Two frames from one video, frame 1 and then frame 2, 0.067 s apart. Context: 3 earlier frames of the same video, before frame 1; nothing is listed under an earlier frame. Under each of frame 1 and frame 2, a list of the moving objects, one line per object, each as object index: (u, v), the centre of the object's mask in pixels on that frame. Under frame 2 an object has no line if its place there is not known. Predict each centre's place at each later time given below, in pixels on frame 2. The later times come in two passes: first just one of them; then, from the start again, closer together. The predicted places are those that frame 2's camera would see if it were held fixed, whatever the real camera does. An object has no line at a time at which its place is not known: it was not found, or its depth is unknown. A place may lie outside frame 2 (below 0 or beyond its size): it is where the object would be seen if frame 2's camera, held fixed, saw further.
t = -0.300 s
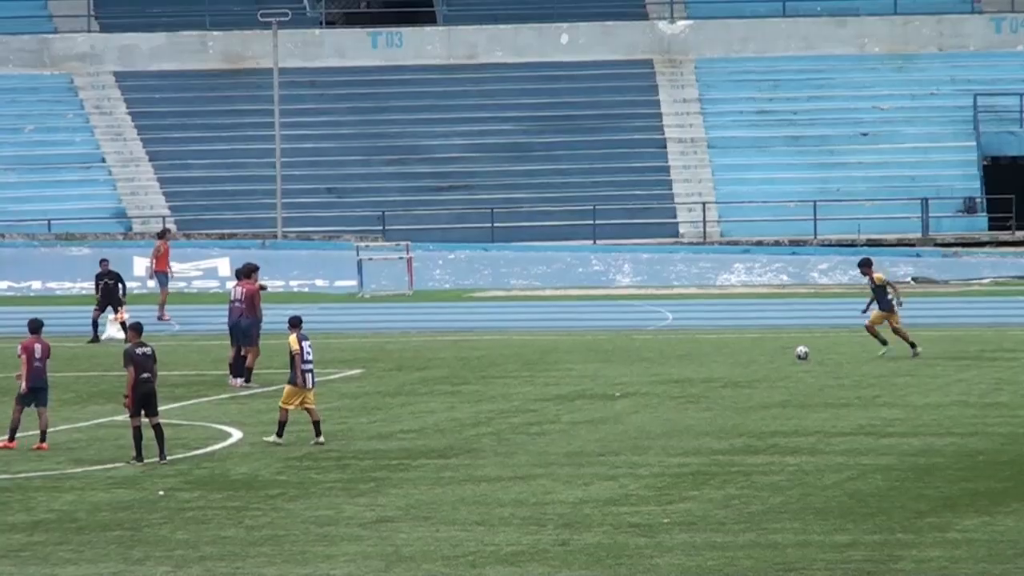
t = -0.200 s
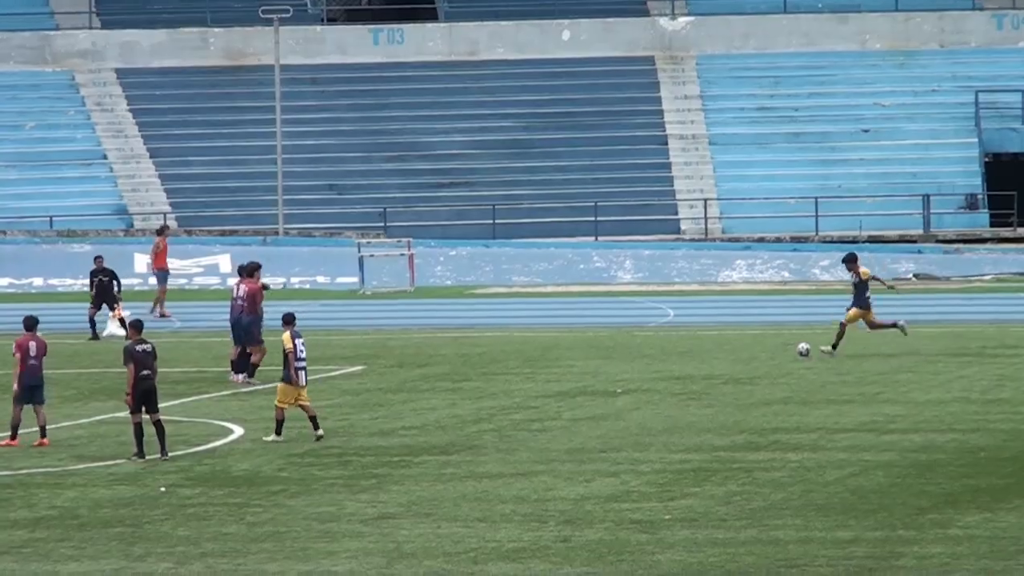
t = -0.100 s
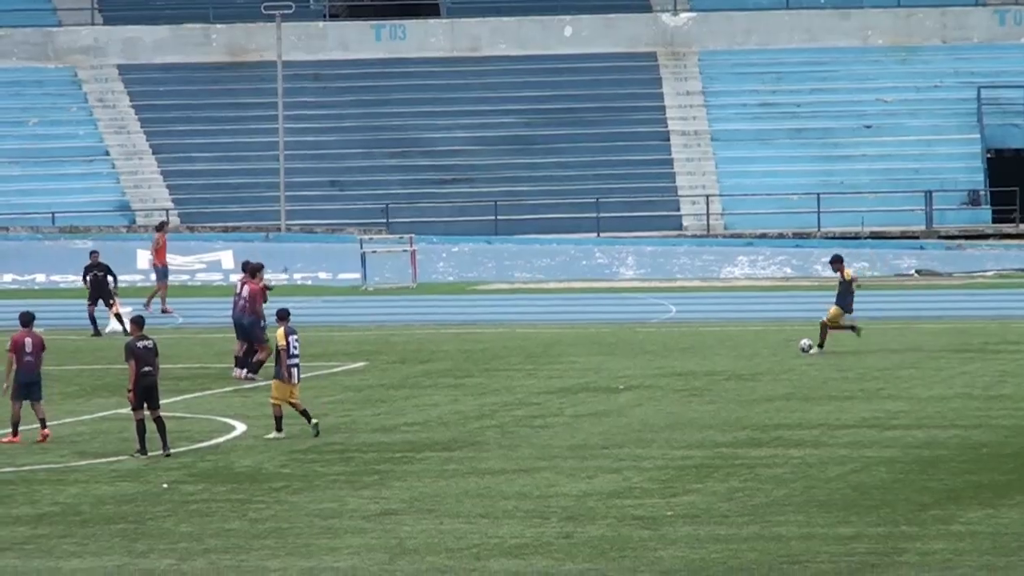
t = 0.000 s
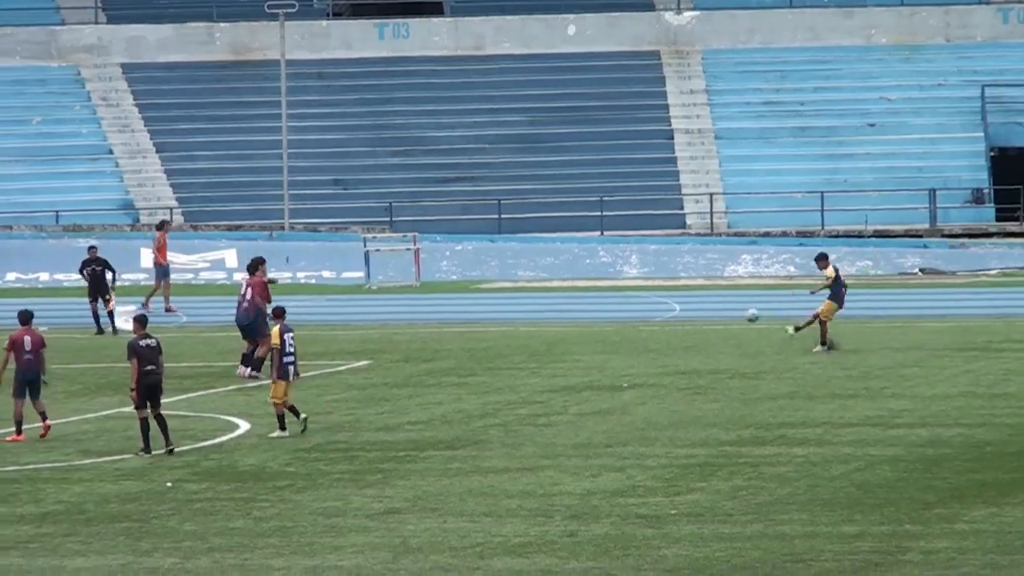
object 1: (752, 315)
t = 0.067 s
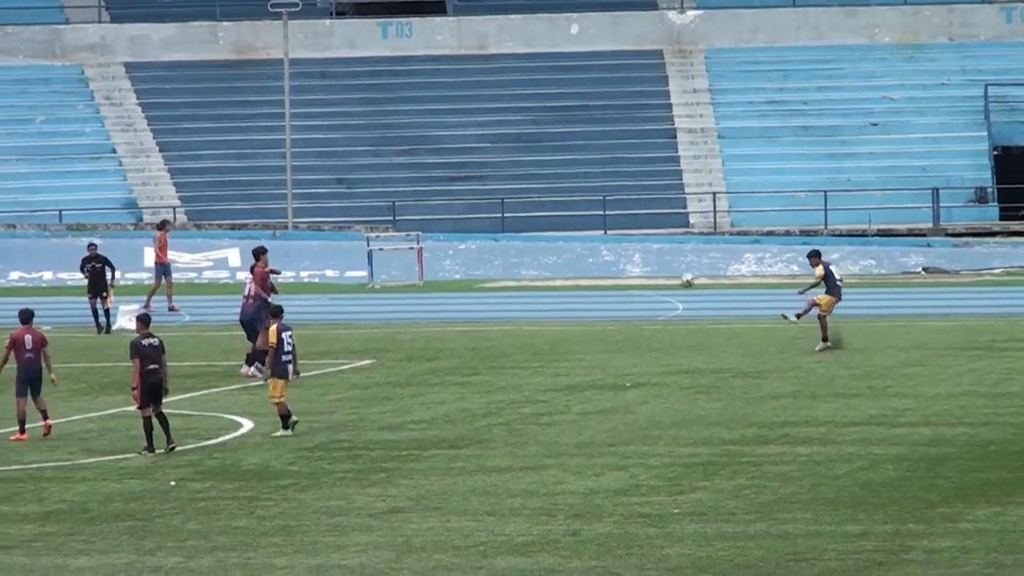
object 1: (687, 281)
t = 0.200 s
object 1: (557, 219)
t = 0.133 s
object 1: (622, 250)
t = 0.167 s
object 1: (589, 234)
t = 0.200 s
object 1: (557, 219)
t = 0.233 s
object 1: (525, 204)
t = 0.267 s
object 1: (495, 191)
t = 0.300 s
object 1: (466, 178)
